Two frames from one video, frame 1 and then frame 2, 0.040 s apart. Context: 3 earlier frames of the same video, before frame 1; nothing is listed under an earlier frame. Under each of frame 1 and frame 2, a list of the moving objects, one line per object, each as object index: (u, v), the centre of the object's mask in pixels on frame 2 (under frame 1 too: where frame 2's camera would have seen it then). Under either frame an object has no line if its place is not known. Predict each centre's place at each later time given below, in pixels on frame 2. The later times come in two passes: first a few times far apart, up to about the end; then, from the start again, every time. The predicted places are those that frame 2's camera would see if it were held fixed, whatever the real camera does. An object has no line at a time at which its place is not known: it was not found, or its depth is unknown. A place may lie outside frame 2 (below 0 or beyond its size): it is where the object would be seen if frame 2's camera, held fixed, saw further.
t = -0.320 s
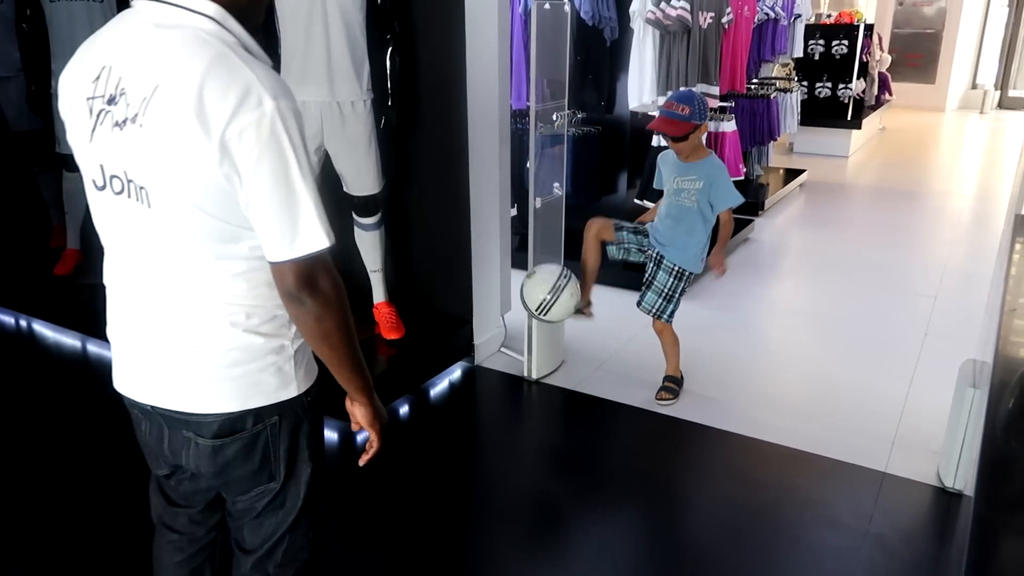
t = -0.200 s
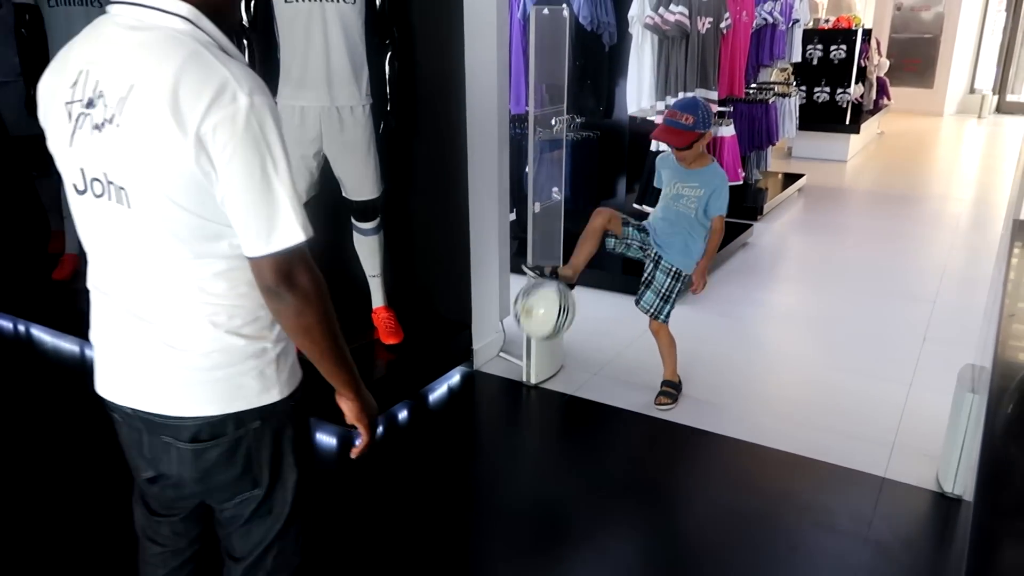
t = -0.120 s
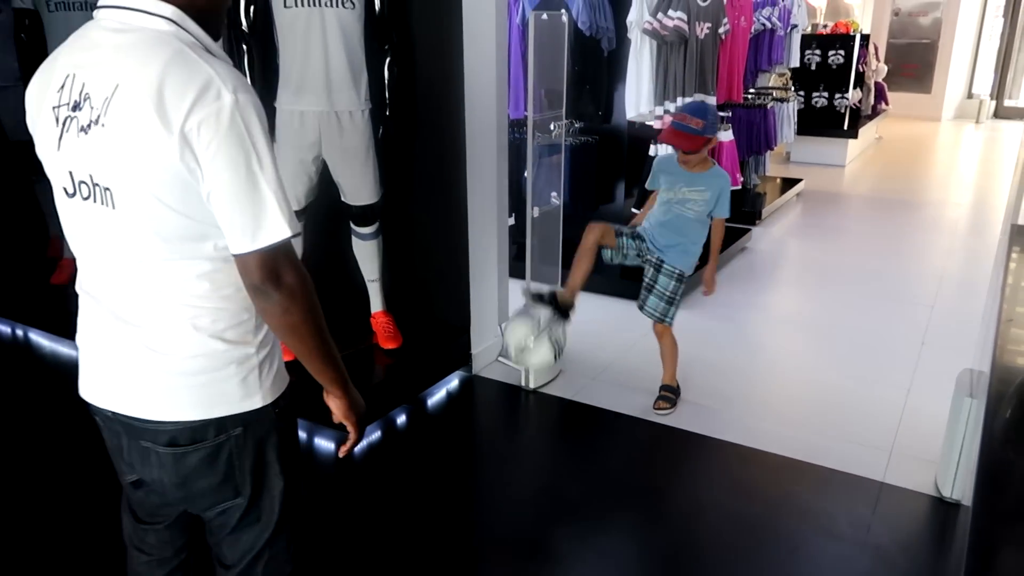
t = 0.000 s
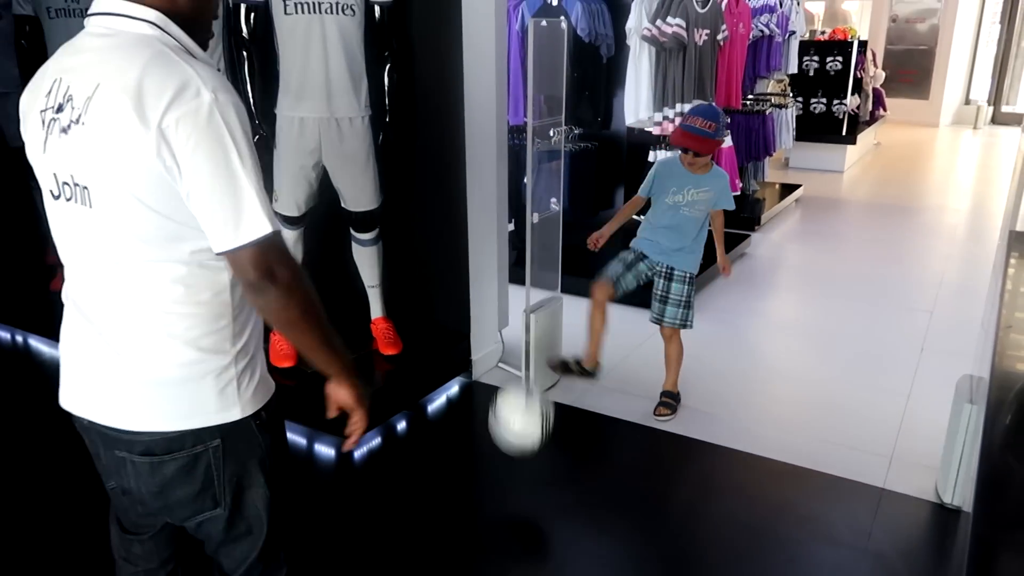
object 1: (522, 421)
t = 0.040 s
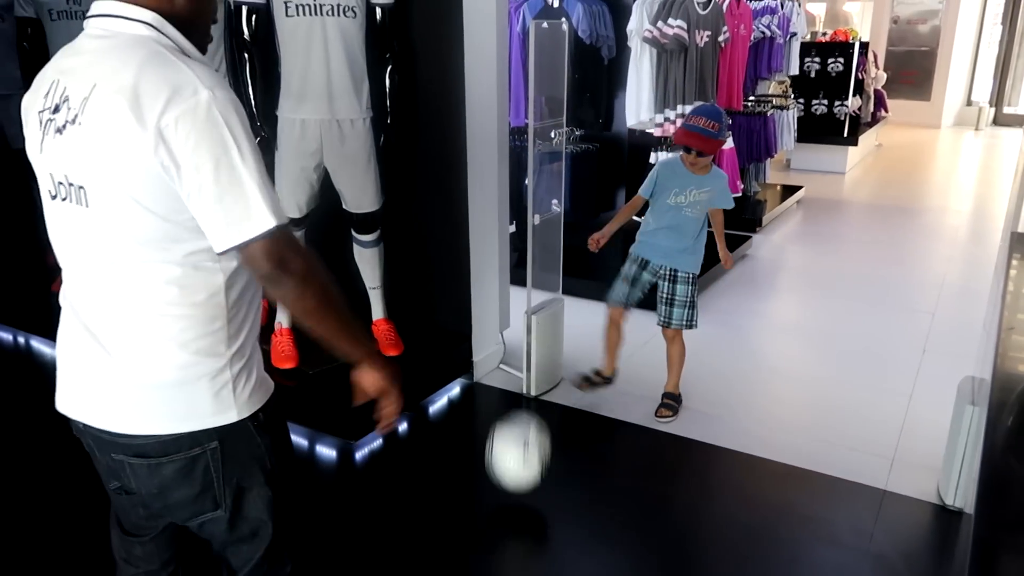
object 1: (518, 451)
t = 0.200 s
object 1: (504, 440)
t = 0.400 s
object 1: (482, 471)
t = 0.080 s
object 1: (514, 475)
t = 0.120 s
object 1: (510, 460)
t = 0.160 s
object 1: (507, 448)
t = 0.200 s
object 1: (504, 440)
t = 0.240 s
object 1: (500, 436)
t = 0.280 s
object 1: (496, 437)
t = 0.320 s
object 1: (492, 442)
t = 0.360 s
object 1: (487, 453)
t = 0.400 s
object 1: (482, 471)
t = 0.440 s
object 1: (478, 494)
